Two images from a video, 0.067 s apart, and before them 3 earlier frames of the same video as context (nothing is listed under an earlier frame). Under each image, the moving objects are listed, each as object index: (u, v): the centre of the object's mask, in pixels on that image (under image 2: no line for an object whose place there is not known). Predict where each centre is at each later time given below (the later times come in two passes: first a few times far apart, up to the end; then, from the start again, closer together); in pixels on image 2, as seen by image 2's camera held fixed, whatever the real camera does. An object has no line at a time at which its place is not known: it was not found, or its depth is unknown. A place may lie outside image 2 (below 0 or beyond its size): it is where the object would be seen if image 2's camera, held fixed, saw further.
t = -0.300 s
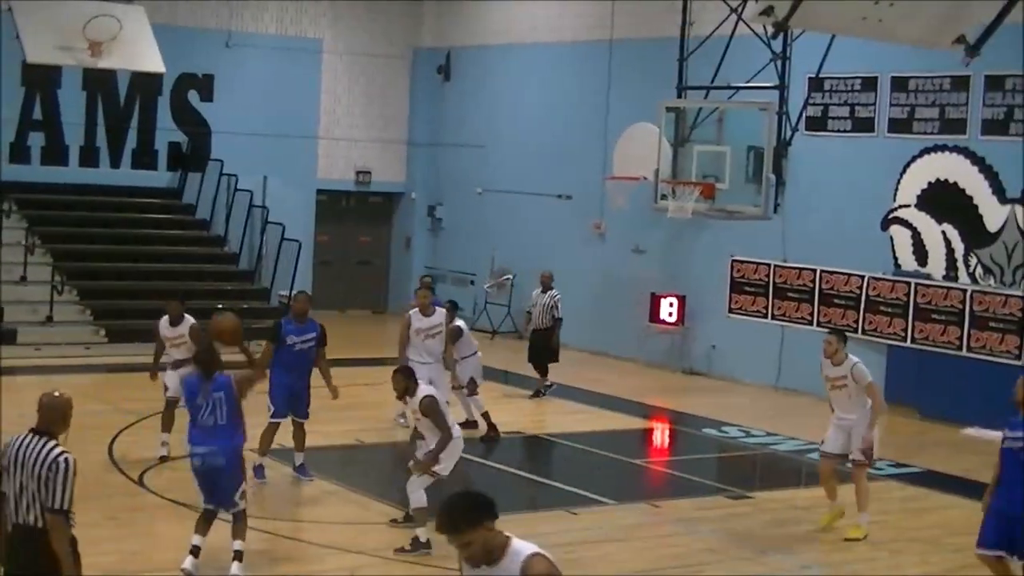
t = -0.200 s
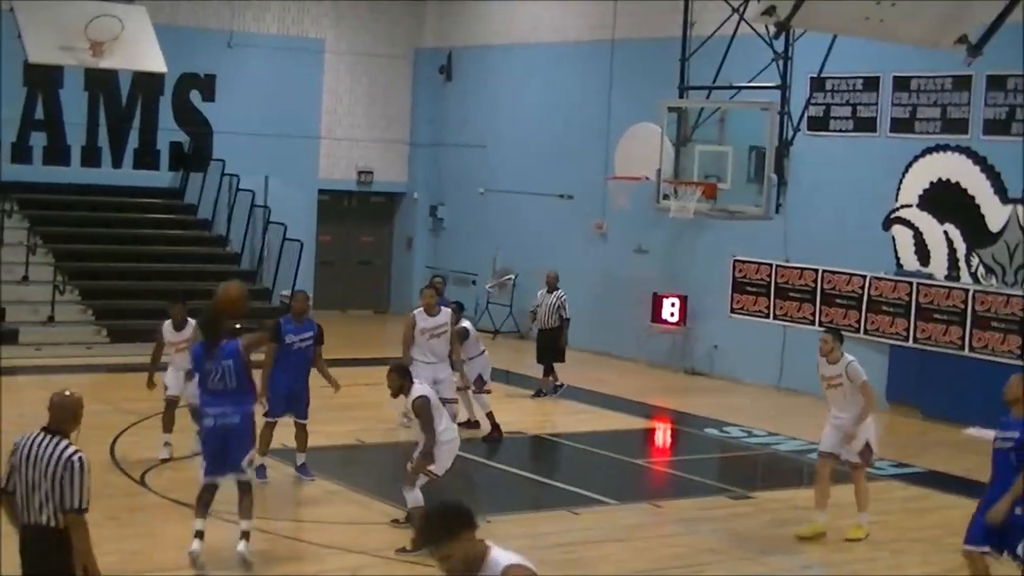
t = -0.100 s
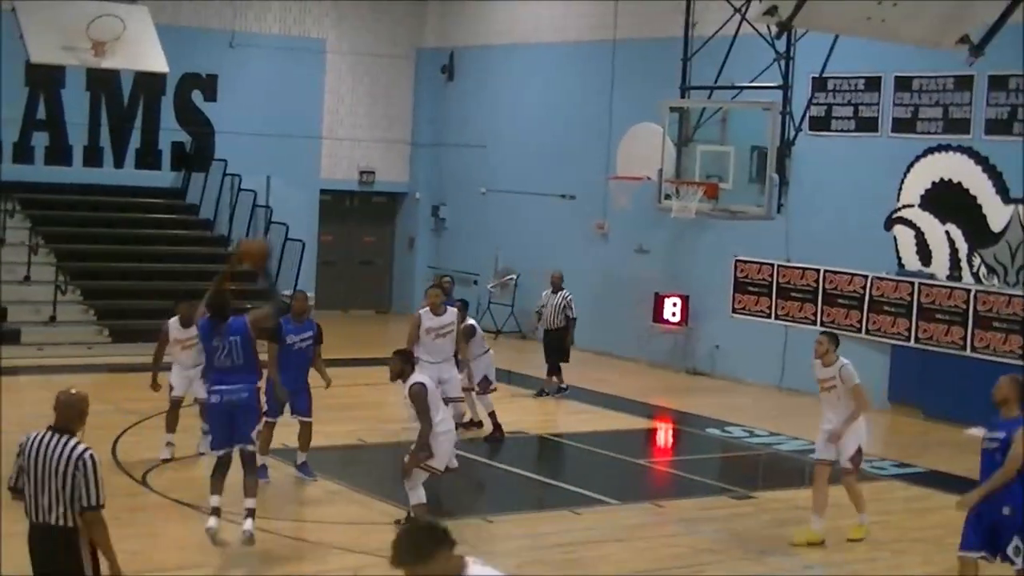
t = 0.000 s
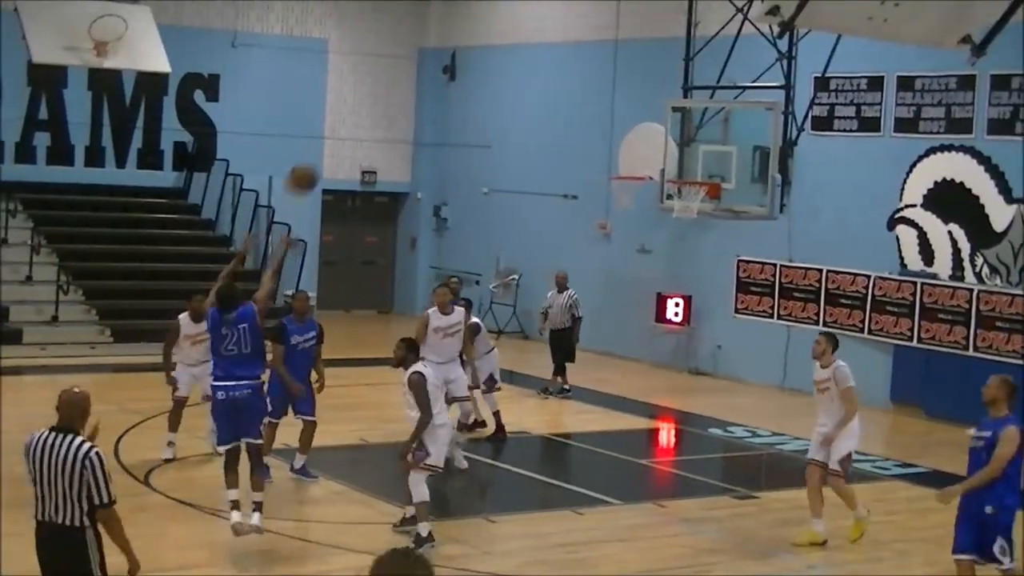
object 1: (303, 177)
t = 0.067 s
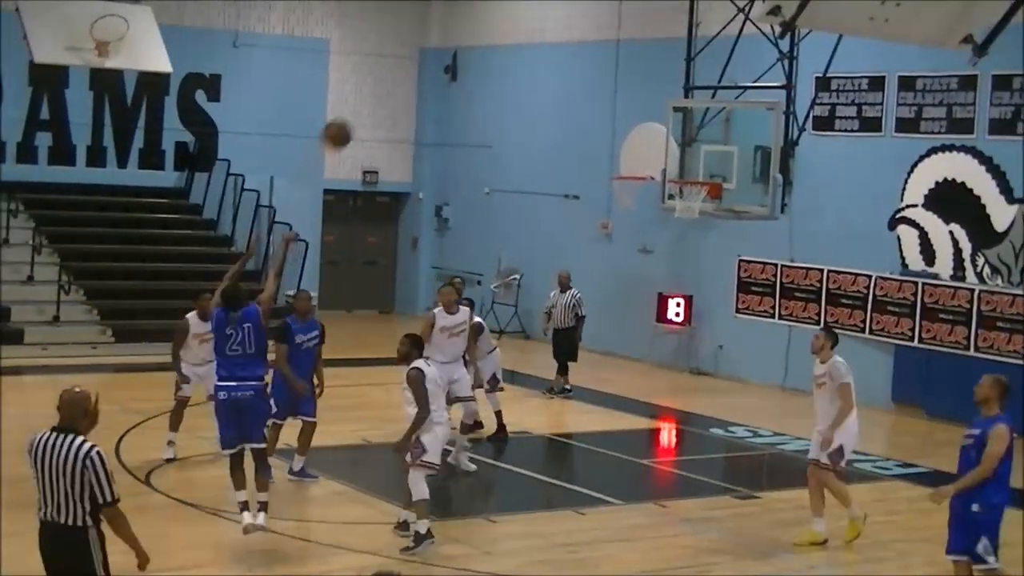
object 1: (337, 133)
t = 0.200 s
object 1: (398, 66)
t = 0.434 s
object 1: (489, 11)
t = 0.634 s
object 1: (554, 12)
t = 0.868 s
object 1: (616, 61)
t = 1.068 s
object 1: (660, 138)
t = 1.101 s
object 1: (667, 155)
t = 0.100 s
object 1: (353, 115)
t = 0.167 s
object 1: (383, 81)
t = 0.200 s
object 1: (398, 66)
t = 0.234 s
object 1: (412, 54)
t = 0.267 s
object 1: (426, 43)
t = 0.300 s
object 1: (439, 34)
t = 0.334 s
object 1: (452, 26)
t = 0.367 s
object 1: (464, 19)
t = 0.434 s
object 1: (489, 11)
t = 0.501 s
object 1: (512, 9)
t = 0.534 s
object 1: (523, 9)
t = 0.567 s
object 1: (533, 10)
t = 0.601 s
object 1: (544, 11)
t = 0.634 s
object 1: (554, 12)
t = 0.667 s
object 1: (564, 15)
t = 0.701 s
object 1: (573, 21)
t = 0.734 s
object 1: (582, 27)
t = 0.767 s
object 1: (591, 34)
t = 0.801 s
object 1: (600, 42)
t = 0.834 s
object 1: (608, 51)
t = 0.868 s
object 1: (616, 61)
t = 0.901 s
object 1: (624, 72)
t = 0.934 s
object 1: (632, 84)
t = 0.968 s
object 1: (639, 97)
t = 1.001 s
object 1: (646, 110)
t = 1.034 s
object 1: (654, 124)
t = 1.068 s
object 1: (660, 138)
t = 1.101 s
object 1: (667, 155)
